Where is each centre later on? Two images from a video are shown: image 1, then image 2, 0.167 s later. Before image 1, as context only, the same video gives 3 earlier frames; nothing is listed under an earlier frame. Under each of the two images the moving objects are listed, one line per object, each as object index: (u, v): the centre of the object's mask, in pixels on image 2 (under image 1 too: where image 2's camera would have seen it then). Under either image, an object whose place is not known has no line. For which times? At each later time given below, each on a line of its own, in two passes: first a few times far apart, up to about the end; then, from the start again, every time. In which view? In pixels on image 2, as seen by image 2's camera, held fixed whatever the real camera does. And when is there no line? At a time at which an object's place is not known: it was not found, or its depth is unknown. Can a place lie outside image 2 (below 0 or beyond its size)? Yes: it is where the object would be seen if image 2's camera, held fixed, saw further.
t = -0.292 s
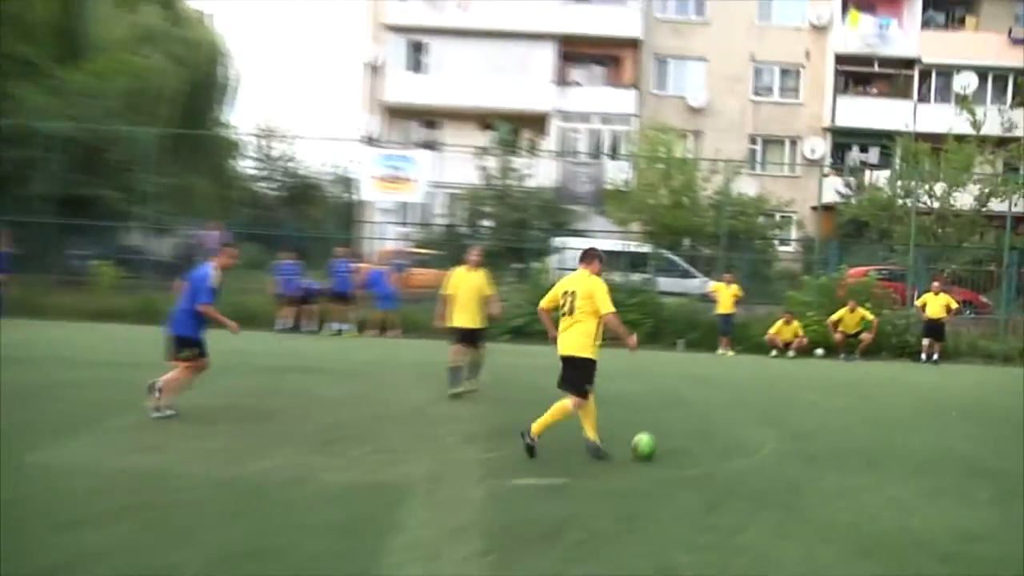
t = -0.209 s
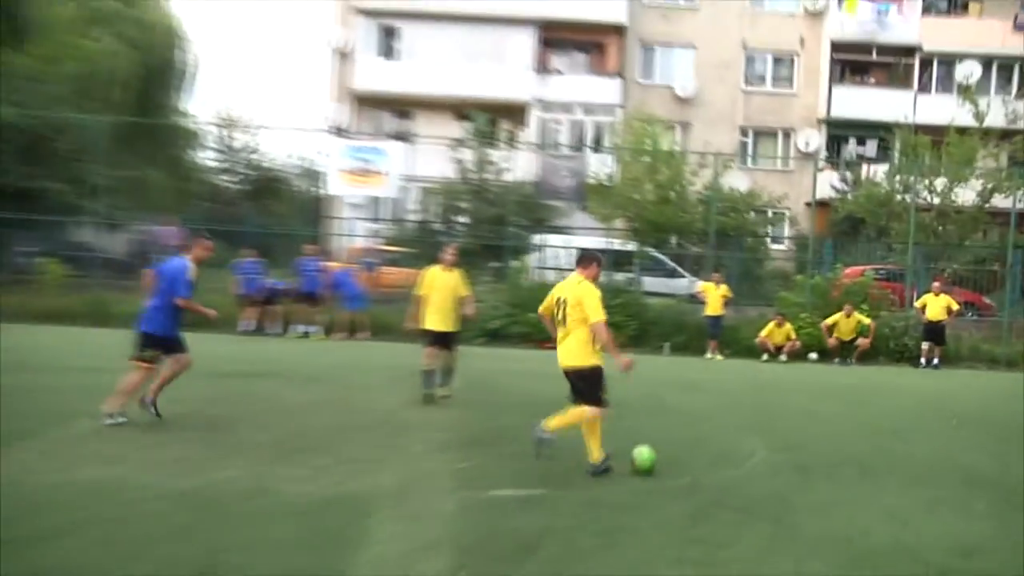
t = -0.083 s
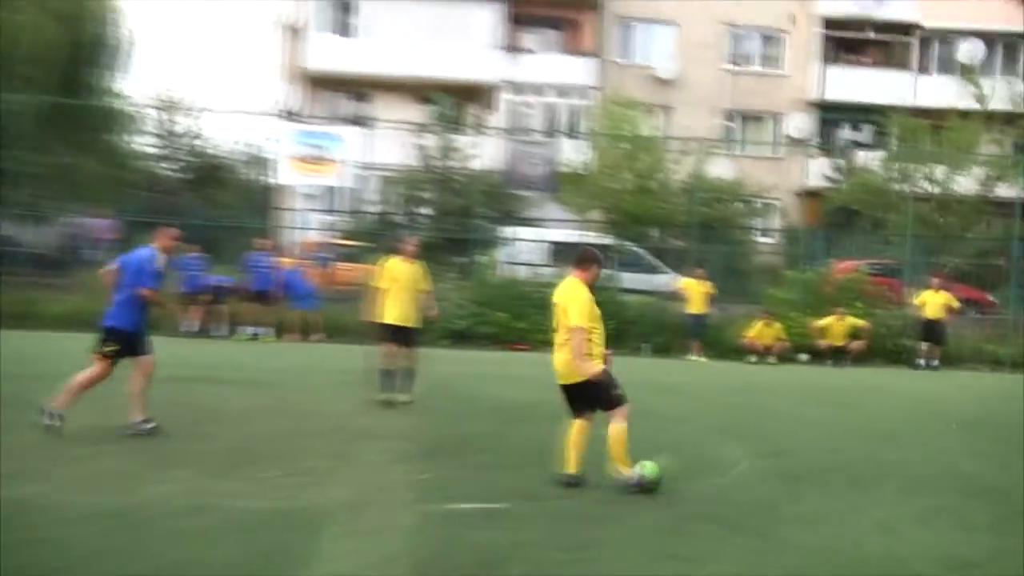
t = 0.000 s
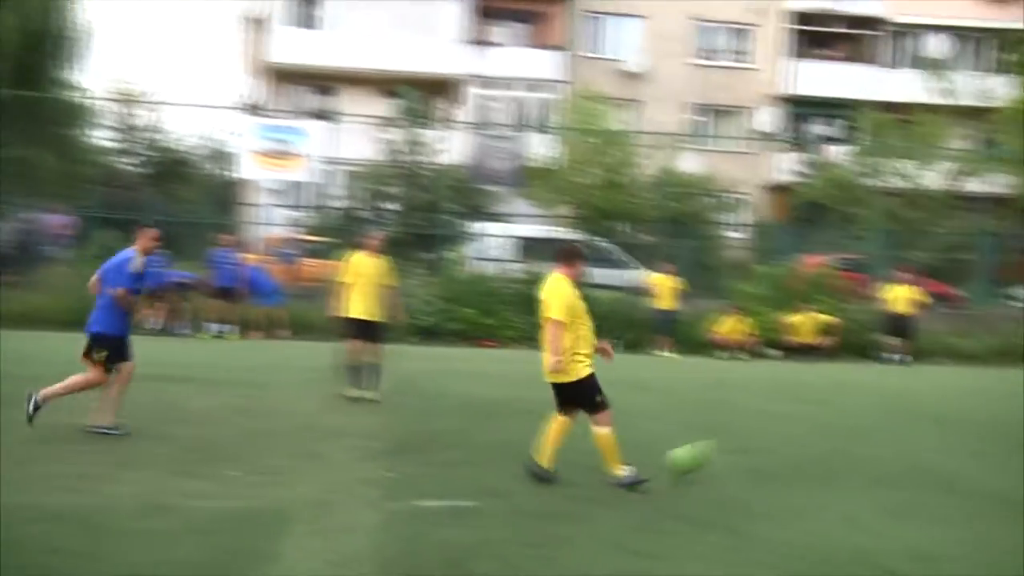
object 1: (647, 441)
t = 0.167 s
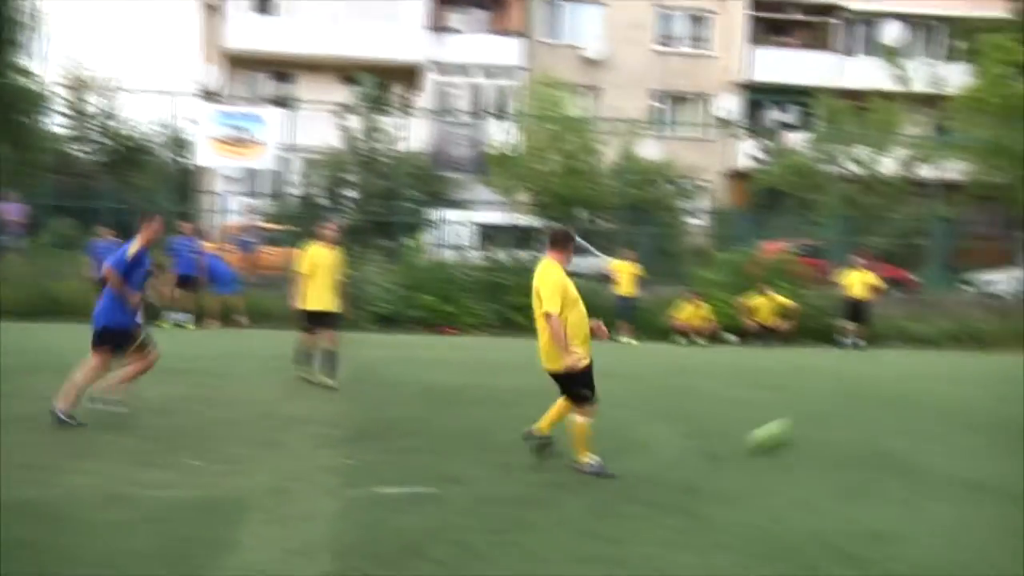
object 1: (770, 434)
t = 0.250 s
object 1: (818, 430)
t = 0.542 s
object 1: (943, 417)
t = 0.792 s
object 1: (1018, 413)
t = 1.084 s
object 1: (1090, 406)
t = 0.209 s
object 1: (794, 430)
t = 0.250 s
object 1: (818, 430)
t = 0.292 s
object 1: (839, 428)
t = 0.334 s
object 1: (860, 427)
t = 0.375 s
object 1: (877, 425)
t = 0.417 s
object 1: (895, 424)
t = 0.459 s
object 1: (915, 421)
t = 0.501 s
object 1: (930, 419)
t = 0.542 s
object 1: (943, 417)
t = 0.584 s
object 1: (957, 417)
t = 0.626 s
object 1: (970, 416)
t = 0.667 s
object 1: (981, 415)
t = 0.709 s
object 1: (994, 414)
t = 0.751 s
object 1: (1007, 414)
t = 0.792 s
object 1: (1018, 413)
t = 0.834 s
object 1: (1028, 412)
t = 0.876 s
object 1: (1040, 411)
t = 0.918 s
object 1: (1050, 409)
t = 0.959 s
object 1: (1061, 408)
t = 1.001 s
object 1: (1071, 408)
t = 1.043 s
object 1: (1080, 406)
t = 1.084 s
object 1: (1090, 406)
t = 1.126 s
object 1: (1099, 405)
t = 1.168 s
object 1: (1109, 405)
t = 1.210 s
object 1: (1117, 404)
